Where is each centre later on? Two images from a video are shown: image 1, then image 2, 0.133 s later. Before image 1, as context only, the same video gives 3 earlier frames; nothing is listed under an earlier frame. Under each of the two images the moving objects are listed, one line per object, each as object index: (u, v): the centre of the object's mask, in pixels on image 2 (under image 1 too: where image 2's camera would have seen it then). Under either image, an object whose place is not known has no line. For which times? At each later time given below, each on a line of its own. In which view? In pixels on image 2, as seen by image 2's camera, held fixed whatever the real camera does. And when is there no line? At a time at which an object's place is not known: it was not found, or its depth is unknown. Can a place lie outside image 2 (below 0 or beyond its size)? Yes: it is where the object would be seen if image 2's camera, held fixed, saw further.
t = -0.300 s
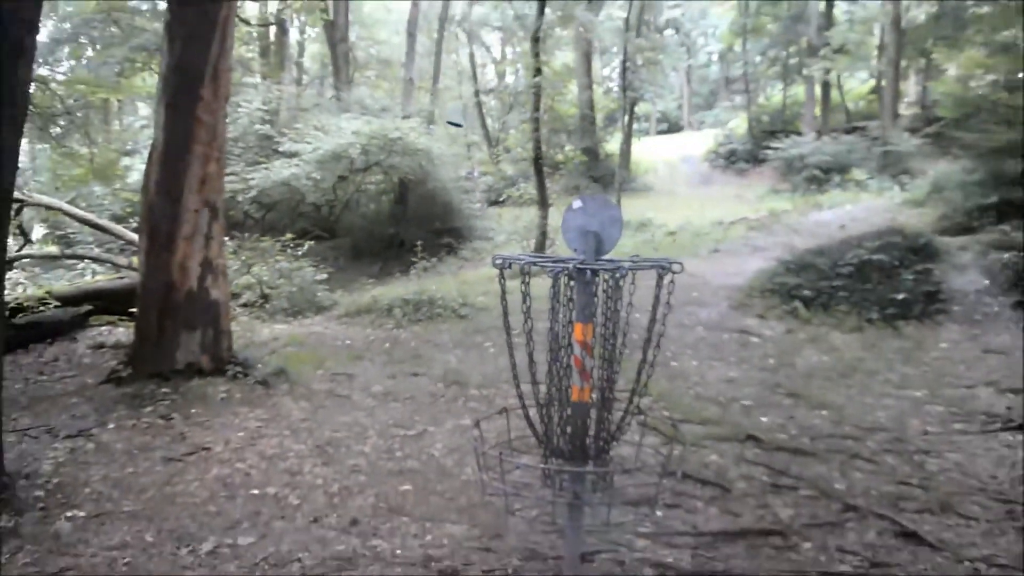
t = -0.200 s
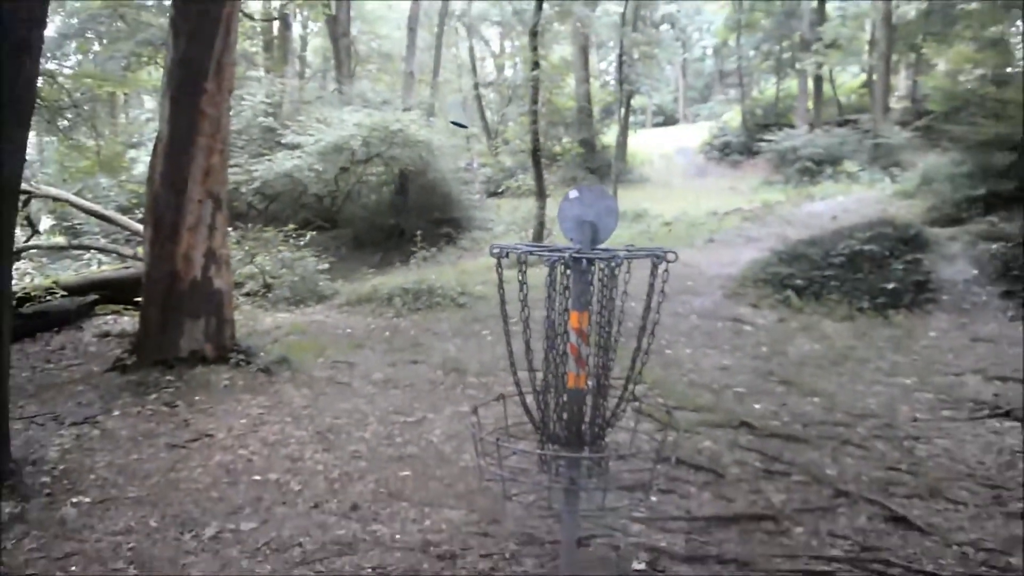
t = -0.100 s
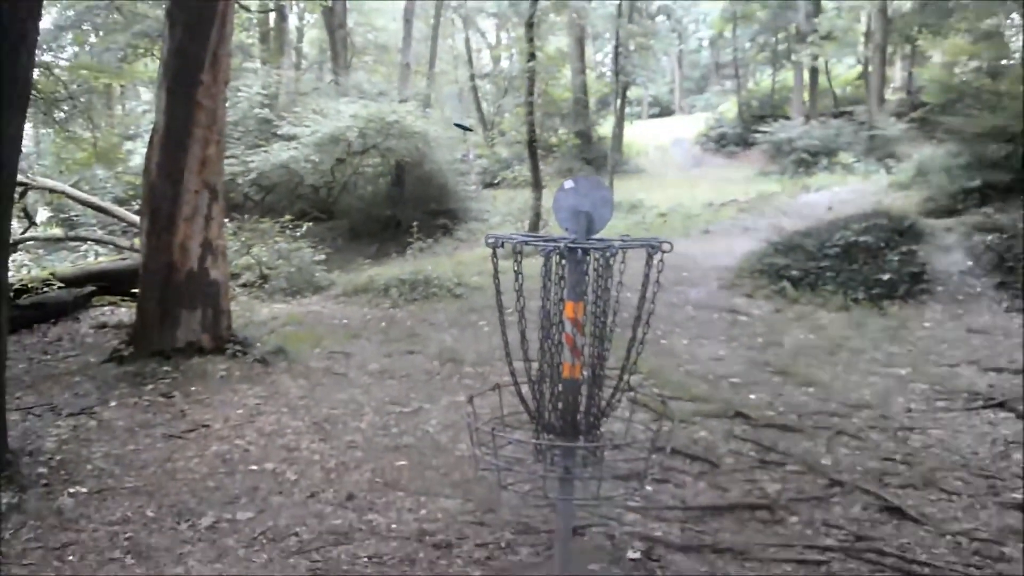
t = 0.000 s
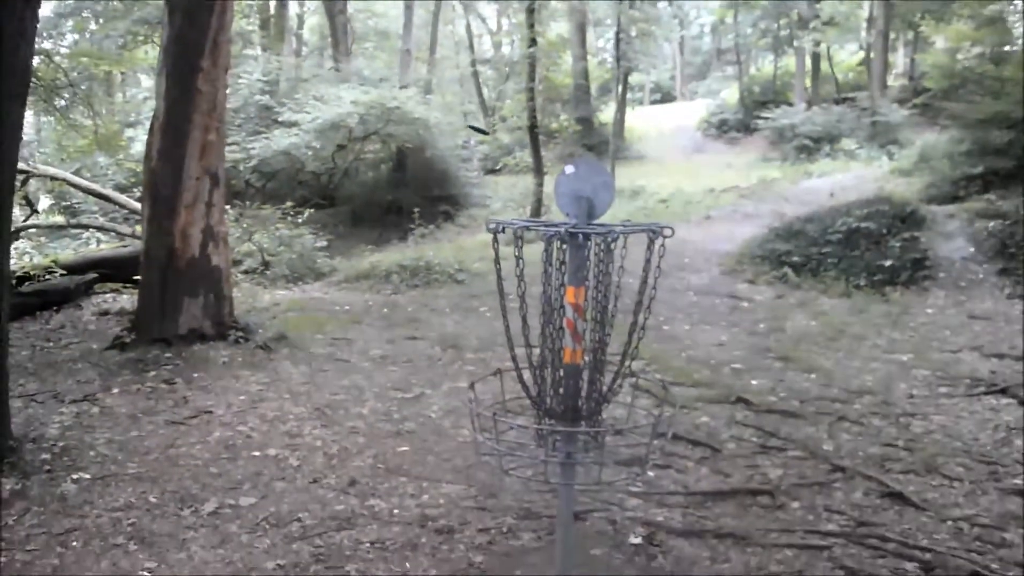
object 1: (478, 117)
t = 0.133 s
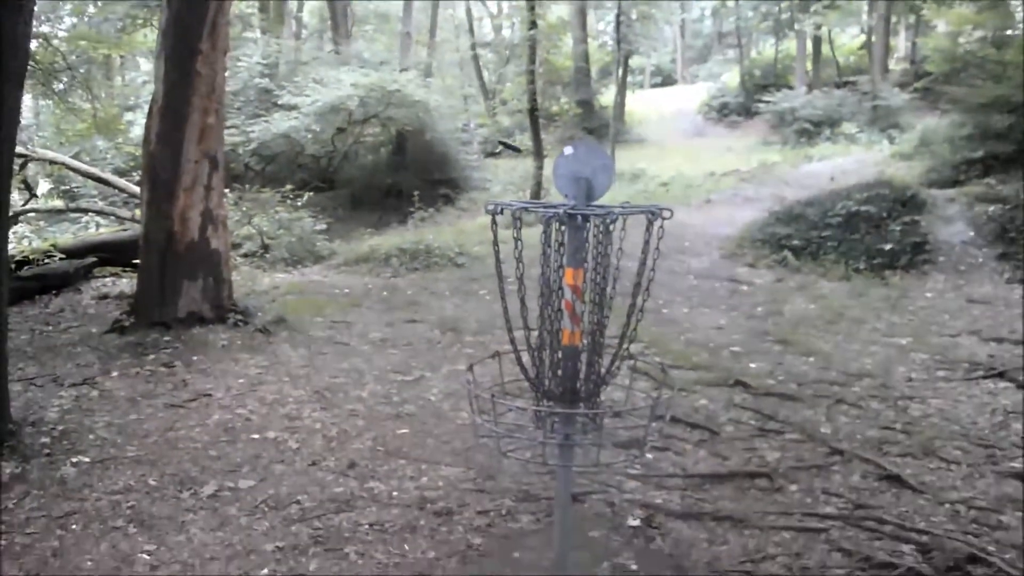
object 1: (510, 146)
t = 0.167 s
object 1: (521, 158)
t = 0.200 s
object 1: (535, 173)
